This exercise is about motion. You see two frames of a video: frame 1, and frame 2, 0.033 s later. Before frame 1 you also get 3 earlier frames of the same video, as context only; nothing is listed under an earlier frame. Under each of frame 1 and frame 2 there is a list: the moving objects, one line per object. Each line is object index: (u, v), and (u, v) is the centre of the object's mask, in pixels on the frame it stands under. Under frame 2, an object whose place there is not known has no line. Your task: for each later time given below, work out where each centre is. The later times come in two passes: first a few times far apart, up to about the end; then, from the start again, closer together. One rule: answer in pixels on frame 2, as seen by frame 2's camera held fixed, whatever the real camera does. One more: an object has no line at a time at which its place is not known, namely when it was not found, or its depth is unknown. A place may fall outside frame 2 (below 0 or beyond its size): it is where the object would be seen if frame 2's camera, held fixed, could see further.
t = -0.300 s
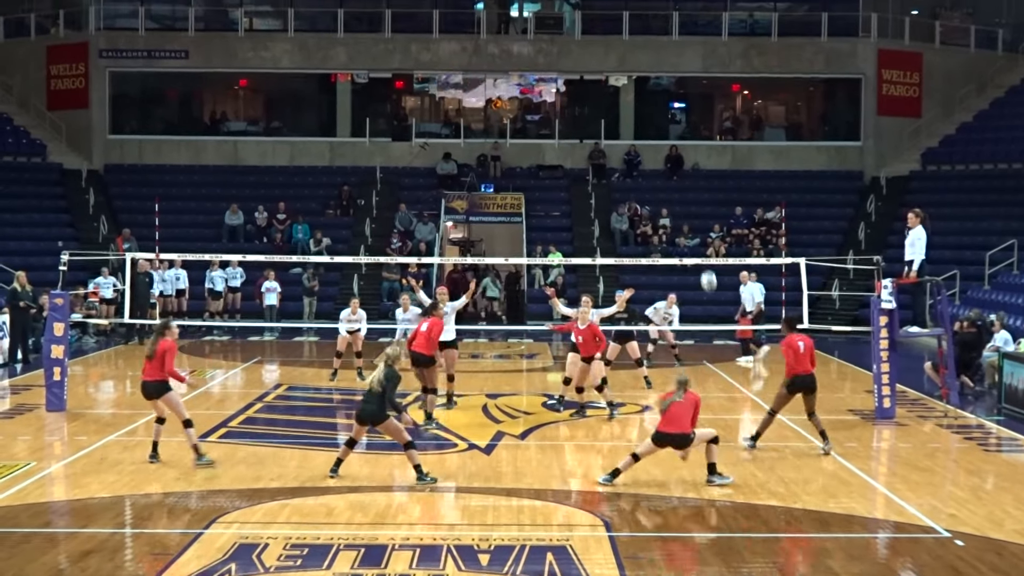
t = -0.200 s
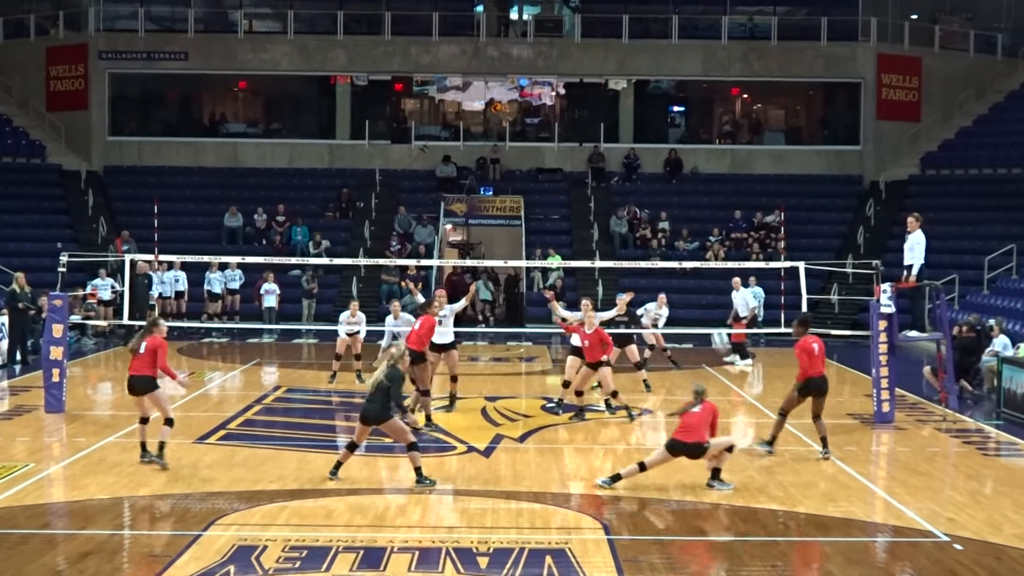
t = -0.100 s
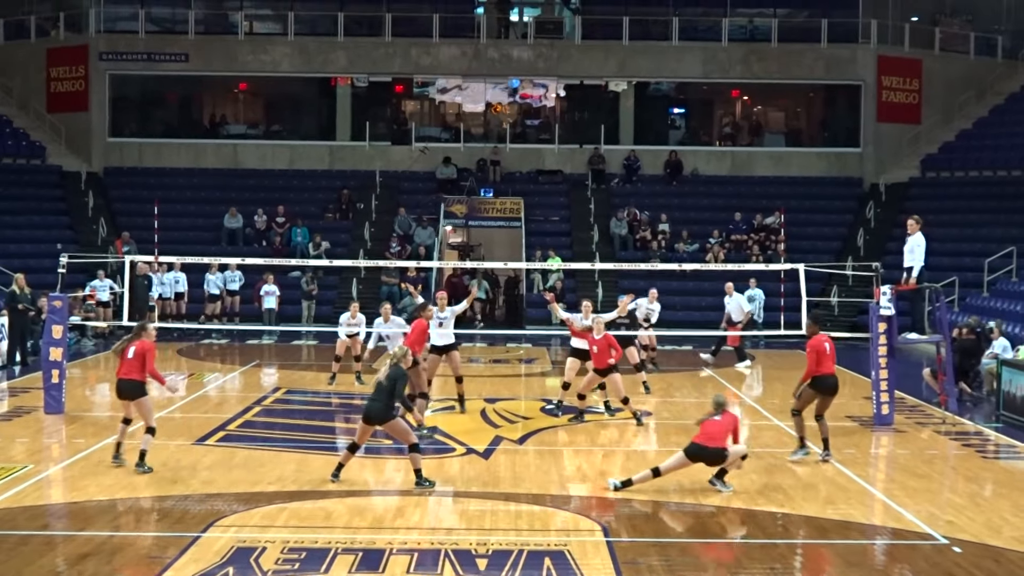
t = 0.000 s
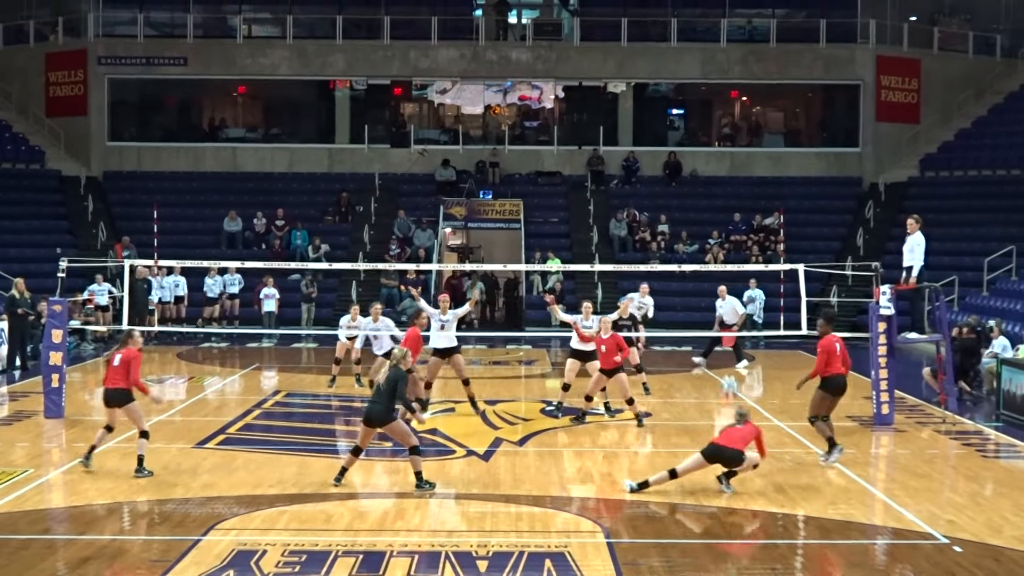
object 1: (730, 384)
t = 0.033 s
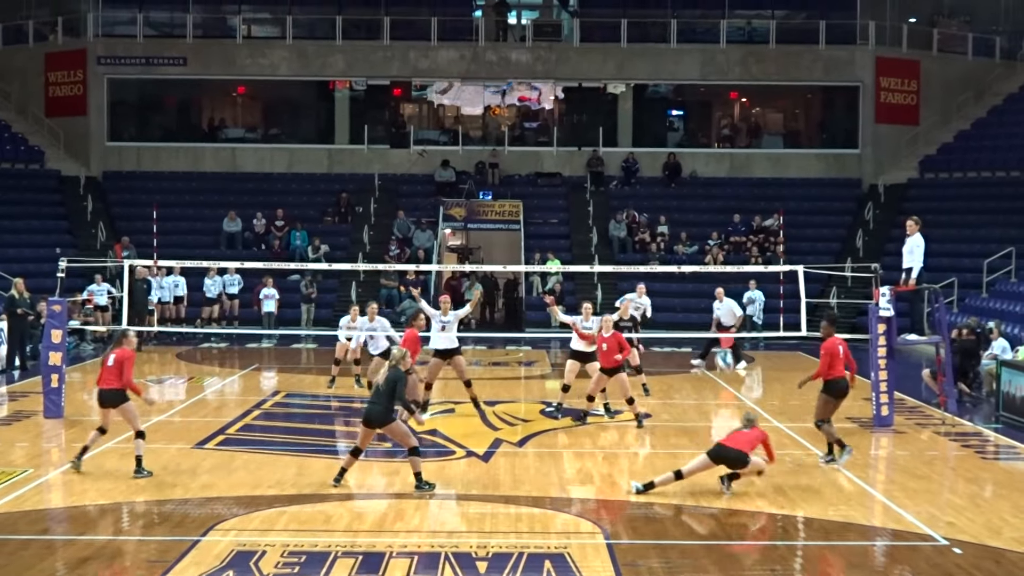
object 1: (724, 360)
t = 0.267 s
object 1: (689, 215)
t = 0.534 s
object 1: (650, 115)
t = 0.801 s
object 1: (613, 76)
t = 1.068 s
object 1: (576, 92)
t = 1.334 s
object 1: (542, 155)
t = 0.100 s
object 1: (711, 311)
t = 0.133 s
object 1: (708, 290)
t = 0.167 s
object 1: (704, 271)
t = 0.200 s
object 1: (698, 249)
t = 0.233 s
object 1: (694, 232)
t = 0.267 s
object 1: (689, 215)
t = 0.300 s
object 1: (684, 199)
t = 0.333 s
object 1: (680, 184)
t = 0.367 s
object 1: (675, 170)
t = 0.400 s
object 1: (670, 157)
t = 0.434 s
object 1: (665, 144)
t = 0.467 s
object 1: (660, 134)
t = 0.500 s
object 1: (655, 123)
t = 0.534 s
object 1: (650, 115)
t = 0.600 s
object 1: (641, 99)
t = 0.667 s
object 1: (632, 88)
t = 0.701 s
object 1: (627, 83)
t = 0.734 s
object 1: (622, 80)
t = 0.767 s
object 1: (617, 77)
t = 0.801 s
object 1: (613, 76)
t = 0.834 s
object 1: (608, 75)
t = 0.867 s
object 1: (603, 75)
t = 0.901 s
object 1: (599, 76)
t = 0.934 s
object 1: (595, 78)
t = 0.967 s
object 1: (590, 80)
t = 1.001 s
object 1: (585, 83)
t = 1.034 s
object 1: (581, 87)
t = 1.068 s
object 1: (576, 92)
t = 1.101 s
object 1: (572, 97)
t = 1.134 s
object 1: (568, 103)
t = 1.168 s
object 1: (563, 111)
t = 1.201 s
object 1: (559, 118)
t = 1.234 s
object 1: (555, 126)
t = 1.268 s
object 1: (550, 135)
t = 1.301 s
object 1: (546, 144)
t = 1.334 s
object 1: (542, 155)
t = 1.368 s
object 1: (537, 166)
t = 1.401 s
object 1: (533, 177)
